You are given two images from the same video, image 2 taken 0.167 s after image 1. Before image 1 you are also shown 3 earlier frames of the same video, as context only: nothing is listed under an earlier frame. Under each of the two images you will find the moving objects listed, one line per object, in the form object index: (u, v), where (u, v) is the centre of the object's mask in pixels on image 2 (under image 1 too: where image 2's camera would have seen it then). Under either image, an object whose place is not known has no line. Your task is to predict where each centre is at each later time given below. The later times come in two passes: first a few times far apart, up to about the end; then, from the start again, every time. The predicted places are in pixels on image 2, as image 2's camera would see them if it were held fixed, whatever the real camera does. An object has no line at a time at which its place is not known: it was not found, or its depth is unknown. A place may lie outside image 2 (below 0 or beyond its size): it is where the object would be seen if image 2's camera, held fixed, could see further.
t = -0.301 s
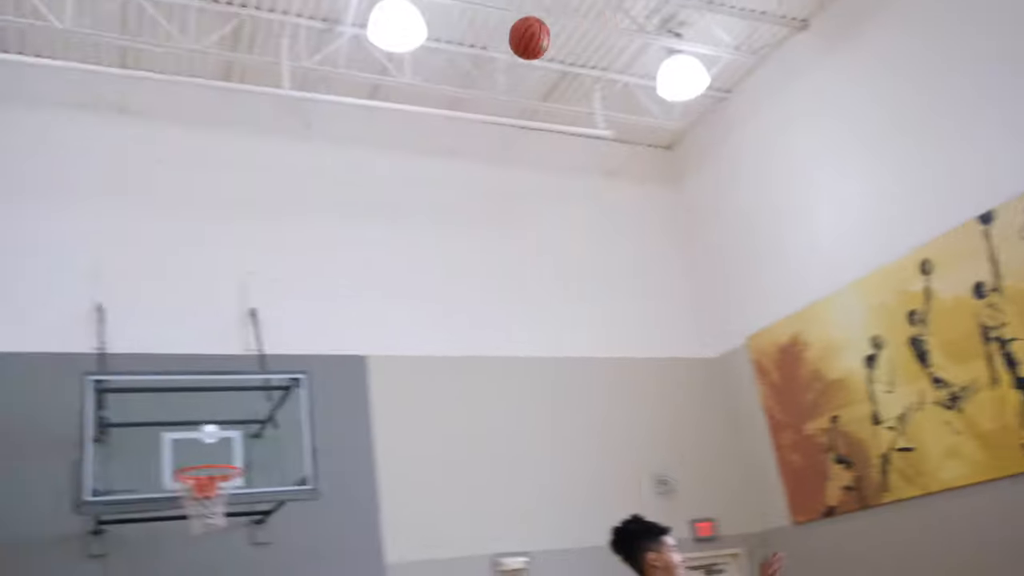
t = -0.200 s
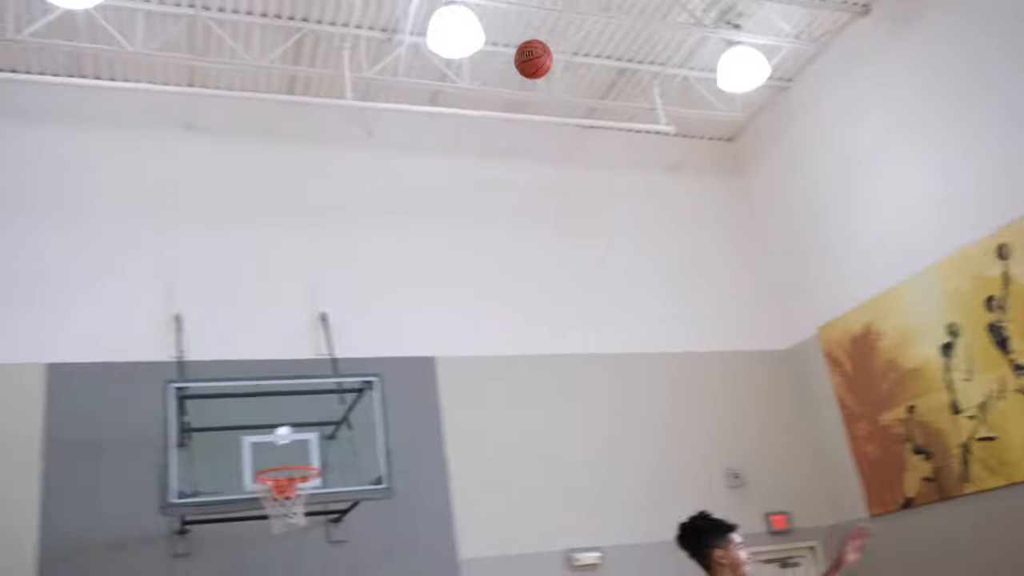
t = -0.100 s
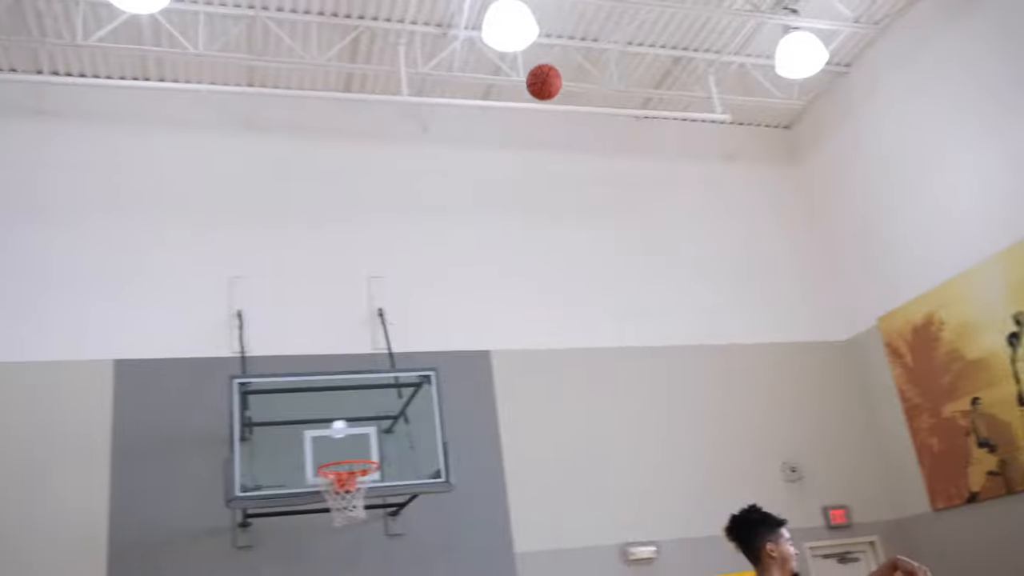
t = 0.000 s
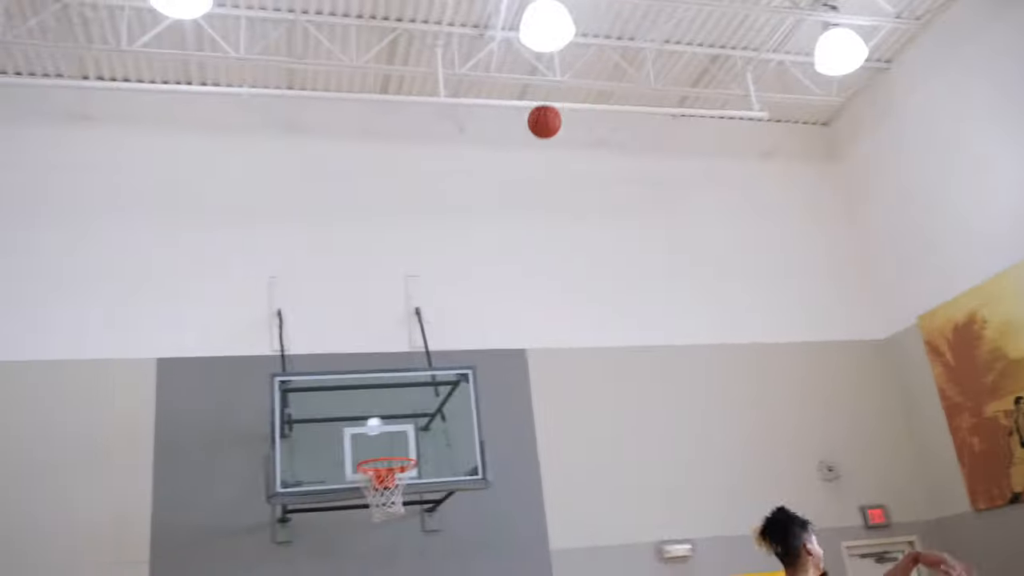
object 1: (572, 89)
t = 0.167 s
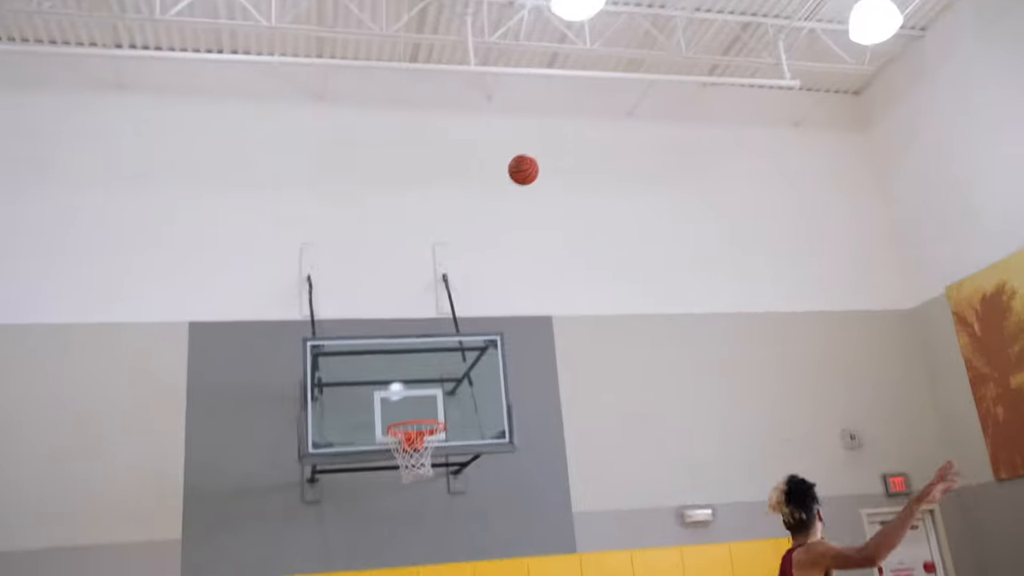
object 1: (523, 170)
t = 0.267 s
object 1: (499, 226)
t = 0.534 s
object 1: (440, 405)
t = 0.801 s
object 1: (413, 327)
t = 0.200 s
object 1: (515, 187)
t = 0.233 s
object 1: (507, 207)
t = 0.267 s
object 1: (499, 226)
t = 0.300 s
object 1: (491, 245)
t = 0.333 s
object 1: (484, 265)
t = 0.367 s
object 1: (476, 287)
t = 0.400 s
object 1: (468, 309)
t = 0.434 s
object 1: (460, 332)
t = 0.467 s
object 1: (454, 356)
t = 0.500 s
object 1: (446, 381)
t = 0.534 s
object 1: (440, 405)
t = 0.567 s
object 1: (435, 411)
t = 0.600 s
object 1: (431, 396)
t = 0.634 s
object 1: (426, 381)
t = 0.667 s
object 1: (421, 368)
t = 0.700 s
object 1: (419, 356)
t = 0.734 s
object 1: (417, 345)
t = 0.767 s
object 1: (416, 336)
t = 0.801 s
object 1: (413, 327)
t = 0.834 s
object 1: (412, 320)
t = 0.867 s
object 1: (411, 314)
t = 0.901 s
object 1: (409, 308)
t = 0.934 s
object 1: (408, 303)
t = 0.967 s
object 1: (407, 300)
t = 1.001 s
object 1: (406, 298)
